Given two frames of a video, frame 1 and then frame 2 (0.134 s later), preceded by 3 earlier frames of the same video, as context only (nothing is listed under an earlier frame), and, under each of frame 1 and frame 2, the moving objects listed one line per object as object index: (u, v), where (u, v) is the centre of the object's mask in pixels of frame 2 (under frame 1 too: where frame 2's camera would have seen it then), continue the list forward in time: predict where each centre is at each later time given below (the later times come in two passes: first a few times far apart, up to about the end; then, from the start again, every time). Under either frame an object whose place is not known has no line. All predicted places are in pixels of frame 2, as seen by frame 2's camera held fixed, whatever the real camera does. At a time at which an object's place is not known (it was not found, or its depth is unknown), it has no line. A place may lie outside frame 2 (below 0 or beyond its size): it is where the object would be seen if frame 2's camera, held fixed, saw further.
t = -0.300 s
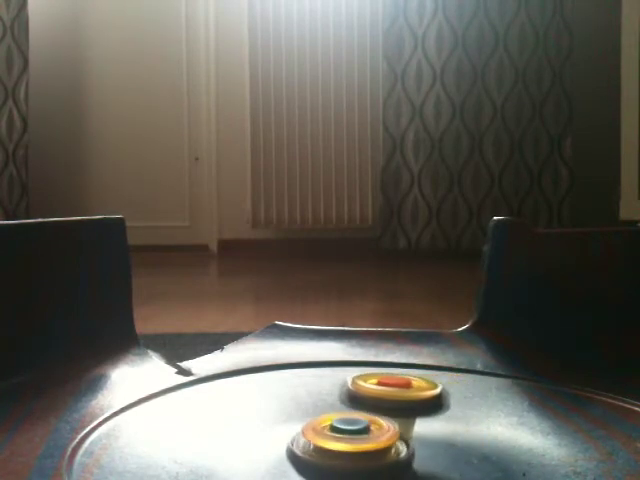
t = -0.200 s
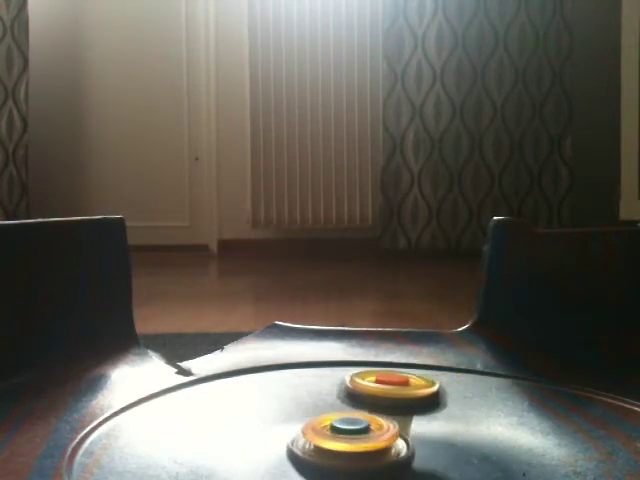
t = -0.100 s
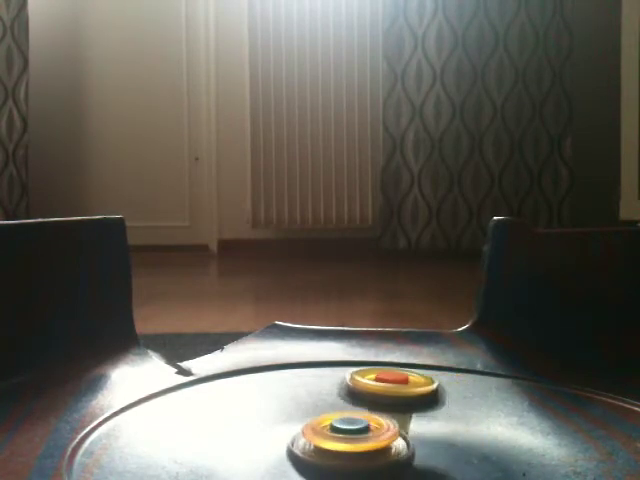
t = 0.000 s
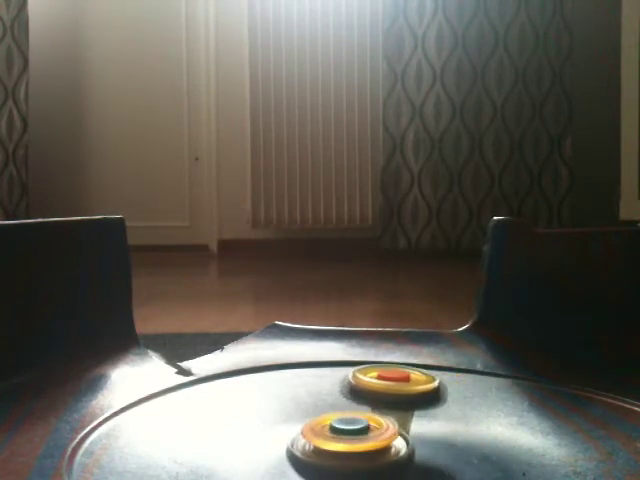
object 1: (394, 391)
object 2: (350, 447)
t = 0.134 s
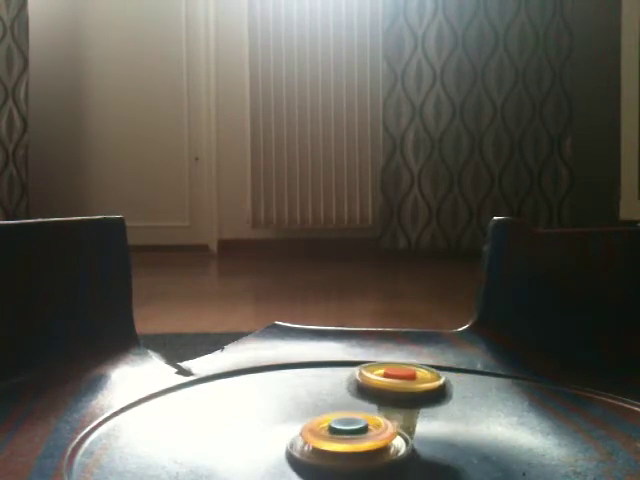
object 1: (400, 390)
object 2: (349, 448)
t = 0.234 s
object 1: (406, 392)
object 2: (347, 448)
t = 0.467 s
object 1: (425, 391)
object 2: (345, 449)
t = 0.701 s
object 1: (434, 391)
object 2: (339, 450)
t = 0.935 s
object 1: (443, 394)
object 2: (327, 451)
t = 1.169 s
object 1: (455, 401)
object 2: (313, 451)
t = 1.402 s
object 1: (459, 408)
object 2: (301, 450)
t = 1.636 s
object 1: (452, 414)
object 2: (293, 448)
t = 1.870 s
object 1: (435, 417)
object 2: (292, 446)
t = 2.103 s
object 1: (415, 416)
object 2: (291, 445)
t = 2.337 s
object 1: (397, 413)
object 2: (289, 444)
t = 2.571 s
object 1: (390, 408)
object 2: (287, 444)
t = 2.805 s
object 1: (396, 402)
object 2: (283, 445)
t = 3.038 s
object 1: (411, 398)
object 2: (277, 446)
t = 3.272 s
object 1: (433, 397)
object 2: (276, 446)
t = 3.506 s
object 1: (456, 399)
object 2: (277, 446)
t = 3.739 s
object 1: (474, 402)
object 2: (280, 446)
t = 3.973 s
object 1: (485, 408)
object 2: (283, 445)
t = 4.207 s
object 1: (489, 415)
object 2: (284, 444)
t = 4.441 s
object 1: (485, 421)
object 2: (284, 445)
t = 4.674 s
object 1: (470, 424)
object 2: (281, 446)
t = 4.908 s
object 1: (452, 424)
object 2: (277, 447)
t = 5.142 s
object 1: (437, 423)
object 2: (277, 448)
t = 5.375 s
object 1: (429, 419)
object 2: (279, 448)
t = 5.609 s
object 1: (433, 416)
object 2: (282, 448)
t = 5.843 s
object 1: (448, 414)
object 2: (285, 447)
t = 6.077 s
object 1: (469, 414)
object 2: (285, 447)
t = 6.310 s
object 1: (494, 417)
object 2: (284, 447)
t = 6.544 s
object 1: (514, 421)
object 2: (283, 448)
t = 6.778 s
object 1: (518, 421)
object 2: (282, 448)
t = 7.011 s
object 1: (510, 422)
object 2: (282, 448)
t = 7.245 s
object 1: (495, 424)
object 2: (283, 448)
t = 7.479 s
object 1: (476, 425)
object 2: (284, 448)
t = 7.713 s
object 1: (463, 424)
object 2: (284, 447)
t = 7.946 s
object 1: (457, 421)
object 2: (285, 447)
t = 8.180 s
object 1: (461, 417)
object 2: (284, 447)
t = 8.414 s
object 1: (478, 416)
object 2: (282, 448)
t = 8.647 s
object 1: (500, 416)
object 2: (282, 448)
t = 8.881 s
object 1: (511, 415)
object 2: (282, 448)
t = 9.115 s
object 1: (511, 414)
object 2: (282, 448)
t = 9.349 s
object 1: (501, 416)
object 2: (284, 448)
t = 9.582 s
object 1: (492, 420)
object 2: (285, 448)
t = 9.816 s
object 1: (478, 422)
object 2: (286, 448)
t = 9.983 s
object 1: (469, 422)
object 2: (286, 448)
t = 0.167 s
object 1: (402, 391)
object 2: (349, 448)
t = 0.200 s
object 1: (404, 391)
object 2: (348, 448)
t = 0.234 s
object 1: (406, 392)
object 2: (347, 448)
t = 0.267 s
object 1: (409, 392)
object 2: (347, 448)
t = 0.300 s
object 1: (411, 392)
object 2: (347, 448)
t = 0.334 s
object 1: (414, 392)
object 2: (347, 448)
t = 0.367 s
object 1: (417, 392)
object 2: (346, 448)
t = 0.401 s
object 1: (419, 392)
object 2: (346, 448)
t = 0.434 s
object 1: (422, 392)
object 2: (345, 449)
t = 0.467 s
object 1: (425, 391)
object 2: (345, 449)
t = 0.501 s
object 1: (427, 391)
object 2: (344, 449)
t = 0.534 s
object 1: (429, 391)
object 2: (343, 449)
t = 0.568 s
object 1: (431, 391)
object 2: (343, 449)
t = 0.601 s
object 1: (432, 390)
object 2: (342, 450)
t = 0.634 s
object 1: (433, 390)
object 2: (341, 450)
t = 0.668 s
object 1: (434, 391)
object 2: (340, 450)
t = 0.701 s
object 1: (434, 391)
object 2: (339, 450)
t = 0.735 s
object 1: (435, 391)
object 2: (337, 450)
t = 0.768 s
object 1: (436, 391)
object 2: (336, 450)
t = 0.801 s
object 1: (437, 392)
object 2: (334, 451)
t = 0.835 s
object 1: (438, 392)
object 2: (332, 451)
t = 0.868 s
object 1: (439, 393)
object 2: (331, 451)
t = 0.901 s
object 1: (441, 394)
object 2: (329, 451)
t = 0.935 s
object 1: (443, 394)
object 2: (327, 451)
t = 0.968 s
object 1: (444, 395)
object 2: (325, 451)
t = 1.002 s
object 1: (446, 396)
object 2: (323, 451)
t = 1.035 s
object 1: (448, 397)
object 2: (321, 451)
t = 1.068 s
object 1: (450, 398)
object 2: (319, 451)
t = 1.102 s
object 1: (451, 399)
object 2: (317, 451)
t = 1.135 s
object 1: (453, 400)
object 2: (316, 451)
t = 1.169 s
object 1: (455, 401)
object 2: (313, 451)
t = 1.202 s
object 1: (457, 402)
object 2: (312, 451)
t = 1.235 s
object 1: (457, 403)
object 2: (310, 451)
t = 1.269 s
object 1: (458, 404)
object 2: (307, 451)
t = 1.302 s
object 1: (459, 405)
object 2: (306, 450)
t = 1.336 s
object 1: (459, 406)
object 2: (304, 450)
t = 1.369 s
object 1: (459, 407)
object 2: (302, 450)
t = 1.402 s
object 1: (459, 408)
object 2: (301, 450)
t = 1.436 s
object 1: (459, 409)
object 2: (299, 450)
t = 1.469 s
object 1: (458, 410)
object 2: (298, 449)
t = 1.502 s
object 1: (457, 411)
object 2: (297, 449)
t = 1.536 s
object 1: (456, 412)
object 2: (296, 449)
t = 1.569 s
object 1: (455, 412)
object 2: (295, 448)
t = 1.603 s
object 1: (454, 413)
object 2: (294, 448)
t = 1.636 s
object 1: (452, 414)
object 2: (293, 448)
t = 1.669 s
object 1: (450, 415)
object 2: (293, 448)
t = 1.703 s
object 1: (448, 415)
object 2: (293, 447)
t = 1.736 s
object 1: (446, 415)
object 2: (293, 447)
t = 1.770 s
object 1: (443, 416)
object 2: (292, 447)
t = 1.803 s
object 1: (440, 416)
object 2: (292, 447)
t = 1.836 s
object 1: (438, 417)
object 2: (292, 446)
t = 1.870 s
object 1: (435, 417)
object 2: (292, 446)
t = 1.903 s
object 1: (432, 417)
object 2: (292, 446)
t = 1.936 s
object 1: (429, 417)
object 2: (291, 446)
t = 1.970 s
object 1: (426, 417)
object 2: (291, 445)
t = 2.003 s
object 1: (423, 417)
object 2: (291, 445)
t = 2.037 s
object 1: (420, 417)
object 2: (291, 445)
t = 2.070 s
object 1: (417, 417)
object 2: (291, 445)
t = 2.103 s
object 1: (415, 416)
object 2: (291, 445)
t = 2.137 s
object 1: (412, 416)
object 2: (291, 445)
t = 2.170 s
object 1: (409, 416)
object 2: (290, 445)
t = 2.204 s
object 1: (406, 415)
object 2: (290, 444)
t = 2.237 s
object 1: (404, 415)
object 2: (290, 444)
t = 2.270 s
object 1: (401, 414)
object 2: (290, 444)
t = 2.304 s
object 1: (399, 413)
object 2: (289, 444)
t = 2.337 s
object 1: (397, 413)
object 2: (289, 444)
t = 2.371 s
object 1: (395, 412)
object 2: (289, 444)
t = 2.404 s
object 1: (394, 411)
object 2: (289, 444)
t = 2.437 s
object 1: (392, 411)
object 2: (288, 444)
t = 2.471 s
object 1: (391, 410)
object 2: (288, 444)
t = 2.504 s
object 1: (391, 409)
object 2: (288, 444)
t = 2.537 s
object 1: (390, 408)
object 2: (288, 444)
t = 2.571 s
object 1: (390, 408)
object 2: (287, 444)
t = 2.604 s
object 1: (390, 407)
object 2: (286, 445)
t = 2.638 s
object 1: (391, 406)
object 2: (286, 445)
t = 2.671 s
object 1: (391, 405)
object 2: (285, 445)
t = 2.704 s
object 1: (392, 405)
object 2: (285, 445)
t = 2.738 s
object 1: (394, 404)
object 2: (284, 445)
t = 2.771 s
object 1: (395, 403)
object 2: (283, 445)
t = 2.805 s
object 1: (396, 402)
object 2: (283, 445)
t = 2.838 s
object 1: (398, 402)
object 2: (282, 445)
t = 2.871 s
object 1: (400, 401)
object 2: (281, 445)
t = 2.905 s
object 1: (401, 400)
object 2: (280, 445)
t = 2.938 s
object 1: (404, 400)
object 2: (279, 445)
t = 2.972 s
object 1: (406, 399)
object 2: (278, 446)
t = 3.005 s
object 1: (409, 398)
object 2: (278, 446)
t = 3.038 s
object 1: (411, 398)
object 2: (277, 446)
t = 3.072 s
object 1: (414, 398)
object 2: (277, 446)
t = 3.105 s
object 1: (417, 398)
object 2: (276, 446)
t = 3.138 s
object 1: (420, 398)
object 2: (276, 446)
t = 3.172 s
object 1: (423, 397)
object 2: (276, 446)
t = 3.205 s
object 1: (427, 397)
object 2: (276, 446)
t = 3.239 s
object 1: (429, 397)
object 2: (276, 446)
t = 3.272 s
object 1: (433, 397)
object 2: (276, 446)
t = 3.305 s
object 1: (436, 397)
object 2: (276, 446)
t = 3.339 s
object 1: (440, 397)
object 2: (276, 446)
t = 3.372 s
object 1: (443, 398)
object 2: (276, 446)
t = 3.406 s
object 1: (446, 398)
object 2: (277, 446)
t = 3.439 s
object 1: (450, 398)
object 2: (277, 446)
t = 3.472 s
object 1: (453, 399)
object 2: (277, 446)
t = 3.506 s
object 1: (456, 399)
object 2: (277, 446)
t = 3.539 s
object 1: (459, 399)
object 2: (278, 446)
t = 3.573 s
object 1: (462, 400)
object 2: (278, 446)
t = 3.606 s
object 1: (465, 400)
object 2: (279, 446)
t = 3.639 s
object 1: (467, 401)
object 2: (279, 446)
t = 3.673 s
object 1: (470, 401)
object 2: (279, 446)
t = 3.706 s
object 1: (472, 402)
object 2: (280, 446)
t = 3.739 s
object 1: (474, 402)
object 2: (280, 446)
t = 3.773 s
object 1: (476, 403)
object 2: (281, 446)
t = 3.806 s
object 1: (478, 404)
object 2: (281, 445)
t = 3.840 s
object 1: (480, 404)
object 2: (281, 445)
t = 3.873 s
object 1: (481, 405)
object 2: (282, 445)
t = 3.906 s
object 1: (483, 406)
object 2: (282, 445)
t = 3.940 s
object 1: (484, 407)
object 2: (282, 445)
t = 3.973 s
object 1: (485, 408)
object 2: (283, 445)
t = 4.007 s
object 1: (487, 409)
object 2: (283, 445)
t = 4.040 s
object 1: (488, 410)
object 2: (283, 444)
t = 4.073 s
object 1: (488, 411)
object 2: (284, 445)
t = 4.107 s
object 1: (489, 412)
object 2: (284, 445)
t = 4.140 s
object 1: (490, 413)
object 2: (284, 444)
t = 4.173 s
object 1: (489, 413)
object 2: (284, 444)
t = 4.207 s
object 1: (489, 415)
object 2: (284, 444)
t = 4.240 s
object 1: (489, 416)
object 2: (284, 445)
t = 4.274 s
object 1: (489, 417)
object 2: (284, 445)
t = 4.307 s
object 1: (489, 417)
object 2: (284, 444)
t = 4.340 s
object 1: (488, 418)
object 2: (284, 445)
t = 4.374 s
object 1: (487, 419)
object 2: (284, 445)
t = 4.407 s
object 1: (486, 420)
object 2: (284, 445)
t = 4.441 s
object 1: (485, 421)
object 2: (284, 445)
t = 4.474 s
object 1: (483, 421)
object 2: (284, 445)
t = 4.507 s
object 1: (481, 422)
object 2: (283, 445)
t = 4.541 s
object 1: (480, 422)
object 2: (283, 446)
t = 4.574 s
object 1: (477, 423)
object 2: (282, 446)
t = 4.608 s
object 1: (475, 424)
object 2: (282, 446)
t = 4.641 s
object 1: (473, 424)
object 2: (281, 446)
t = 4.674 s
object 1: (470, 424)
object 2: (281, 446)
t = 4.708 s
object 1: (467, 424)
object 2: (280, 446)
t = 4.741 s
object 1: (464, 424)
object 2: (280, 447)
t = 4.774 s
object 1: (462, 424)
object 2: (279, 447)
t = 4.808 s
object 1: (459, 424)
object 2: (278, 447)
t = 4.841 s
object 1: (457, 424)
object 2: (278, 447)
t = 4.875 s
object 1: (454, 424)
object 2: (278, 447)
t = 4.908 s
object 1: (452, 424)
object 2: (277, 447)
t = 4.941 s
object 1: (449, 424)
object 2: (277, 447)
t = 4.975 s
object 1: (447, 424)
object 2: (277, 447)
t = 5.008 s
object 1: (444, 424)
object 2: (277, 447)
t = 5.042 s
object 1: (442, 424)
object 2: (277, 448)
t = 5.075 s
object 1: (440, 423)
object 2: (277, 448)
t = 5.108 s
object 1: (438, 423)
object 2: (277, 448)
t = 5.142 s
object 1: (437, 423)
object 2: (277, 448)
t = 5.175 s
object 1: (435, 422)
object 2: (277, 448)
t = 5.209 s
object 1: (433, 422)
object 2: (278, 448)
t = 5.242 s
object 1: (432, 422)
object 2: (278, 448)
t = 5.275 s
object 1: (431, 421)
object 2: (278, 448)
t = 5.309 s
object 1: (430, 421)
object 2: (279, 448)
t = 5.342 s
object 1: (430, 420)
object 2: (279, 448)
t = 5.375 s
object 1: (429, 419)
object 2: (279, 448)
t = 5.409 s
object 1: (429, 419)
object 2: (280, 448)
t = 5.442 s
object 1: (430, 418)
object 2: (280, 448)
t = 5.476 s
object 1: (430, 418)
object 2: (281, 448)
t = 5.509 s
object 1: (430, 418)
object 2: (281, 448)
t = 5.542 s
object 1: (431, 417)
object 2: (282, 448)
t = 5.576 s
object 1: (432, 417)
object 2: (282, 448)
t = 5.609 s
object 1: (433, 416)
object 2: (282, 448)
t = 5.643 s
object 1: (435, 416)
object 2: (283, 448)
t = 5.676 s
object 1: (436, 415)
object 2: (284, 448)
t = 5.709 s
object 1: (438, 415)
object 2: (284, 448)
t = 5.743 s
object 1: (440, 415)
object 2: (284, 447)
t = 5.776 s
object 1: (443, 414)
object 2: (285, 447)
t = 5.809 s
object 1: (446, 414)
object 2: (285, 447)
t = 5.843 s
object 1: (448, 414)
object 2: (285, 447)
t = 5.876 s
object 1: (450, 414)
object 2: (285, 447)
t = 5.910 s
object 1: (453, 414)
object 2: (285, 447)
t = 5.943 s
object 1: (456, 414)
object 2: (285, 447)
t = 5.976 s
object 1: (460, 414)
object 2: (285, 447)
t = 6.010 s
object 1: (463, 414)
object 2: (285, 447)
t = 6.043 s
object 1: (466, 414)
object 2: (285, 447)
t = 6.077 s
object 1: (469, 414)
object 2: (285, 447)
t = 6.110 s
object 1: (472, 414)
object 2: (285, 447)
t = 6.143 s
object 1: (476, 415)
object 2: (285, 447)
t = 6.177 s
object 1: (479, 415)
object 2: (285, 447)
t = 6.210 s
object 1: (483, 415)
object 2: (285, 447)
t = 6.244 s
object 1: (487, 416)
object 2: (284, 447)
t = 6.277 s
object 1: (491, 416)
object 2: (285, 447)
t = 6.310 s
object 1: (494, 417)
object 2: (284, 447)
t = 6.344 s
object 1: (498, 418)
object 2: (284, 447)
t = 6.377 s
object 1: (501, 418)
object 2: (284, 447)
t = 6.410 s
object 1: (504, 419)
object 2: (284, 447)
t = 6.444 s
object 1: (507, 420)
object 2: (284, 447)
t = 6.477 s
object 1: (509, 420)
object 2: (284, 448)
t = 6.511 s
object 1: (512, 421)
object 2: (284, 448)
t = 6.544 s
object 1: (514, 421)
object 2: (283, 448)
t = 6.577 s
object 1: (516, 421)
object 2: (283, 448)
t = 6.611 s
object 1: (517, 421)
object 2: (283, 448)
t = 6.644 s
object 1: (517, 421)
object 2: (282, 448)
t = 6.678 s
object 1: (518, 421)
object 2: (282, 448)
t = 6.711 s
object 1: (518, 421)
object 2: (282, 448)
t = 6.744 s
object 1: (518, 421)
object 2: (282, 448)
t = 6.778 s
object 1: (518, 421)
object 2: (282, 448)
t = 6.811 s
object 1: (517, 421)
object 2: (282, 448)
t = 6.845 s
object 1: (517, 421)
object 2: (282, 448)
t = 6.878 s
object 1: (515, 421)
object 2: (282, 448)
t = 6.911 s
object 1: (514, 421)
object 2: (282, 448)
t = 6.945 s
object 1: (513, 421)
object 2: (282, 448)
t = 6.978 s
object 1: (511, 422)
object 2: (282, 448)
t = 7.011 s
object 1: (510, 422)
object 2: (282, 448)
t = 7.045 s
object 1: (508, 422)
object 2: (282, 448)
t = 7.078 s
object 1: (505, 423)
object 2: (282, 448)
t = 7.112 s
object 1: (504, 423)
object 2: (282, 448)
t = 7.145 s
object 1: (501, 423)
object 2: (282, 448)
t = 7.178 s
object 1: (500, 423)
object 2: (282, 448)
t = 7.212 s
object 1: (497, 423)
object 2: (283, 448)
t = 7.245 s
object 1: (495, 424)
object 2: (283, 448)
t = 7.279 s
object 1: (492, 424)
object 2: (283, 448)
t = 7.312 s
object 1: (488, 425)
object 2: (283, 448)
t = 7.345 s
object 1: (486, 424)
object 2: (283, 448)
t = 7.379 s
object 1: (483, 425)
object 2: (283, 448)
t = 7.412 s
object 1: (481, 425)
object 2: (284, 448)
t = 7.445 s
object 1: (478, 424)
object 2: (284, 448)
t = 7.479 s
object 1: (476, 425)
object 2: (284, 448)
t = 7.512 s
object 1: (474, 425)
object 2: (284, 448)
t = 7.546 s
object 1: (472, 425)
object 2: (284, 448)
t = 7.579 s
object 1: (469, 424)
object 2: (284, 448)
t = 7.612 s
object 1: (468, 424)
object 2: (284, 447)
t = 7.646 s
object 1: (466, 424)
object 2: (284, 447)
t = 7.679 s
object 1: (465, 424)
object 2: (285, 447)
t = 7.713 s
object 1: (463, 424)
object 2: (284, 447)
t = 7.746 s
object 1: (462, 423)
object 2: (285, 447)
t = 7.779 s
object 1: (461, 423)
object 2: (285, 447)
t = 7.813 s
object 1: (460, 423)
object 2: (285, 447)
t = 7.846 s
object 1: (459, 422)
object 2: (285, 447)
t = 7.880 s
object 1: (458, 422)
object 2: (285, 447)
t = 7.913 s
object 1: (458, 422)
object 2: (285, 447)
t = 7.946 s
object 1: (457, 421)
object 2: (285, 447)
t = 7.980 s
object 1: (458, 420)
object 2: (284, 447)
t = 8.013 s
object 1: (457, 420)
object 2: (284, 447)
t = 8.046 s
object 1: (458, 419)
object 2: (284, 447)
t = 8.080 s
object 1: (459, 418)
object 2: (284, 447)
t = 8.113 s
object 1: (459, 418)
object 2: (284, 447)
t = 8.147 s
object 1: (461, 417)
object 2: (284, 447)
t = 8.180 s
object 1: (461, 417)
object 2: (284, 447)
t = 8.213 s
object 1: (464, 417)
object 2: (284, 447)
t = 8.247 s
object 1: (466, 417)
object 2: (284, 447)
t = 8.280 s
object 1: (468, 417)
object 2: (283, 447)
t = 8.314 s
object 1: (470, 417)
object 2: (283, 448)
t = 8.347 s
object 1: (473, 416)
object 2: (283, 448)
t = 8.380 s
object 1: (475, 416)
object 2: (282, 448)
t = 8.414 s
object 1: (478, 416)
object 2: (282, 448)
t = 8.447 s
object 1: (481, 416)
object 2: (282, 448)
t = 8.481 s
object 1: (485, 416)
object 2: (282, 448)
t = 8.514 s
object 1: (488, 415)
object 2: (282, 448)
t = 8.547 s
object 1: (491, 416)
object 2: (282, 448)
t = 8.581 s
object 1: (494, 416)
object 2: (282, 448)
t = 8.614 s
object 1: (496, 416)
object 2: (281, 448)
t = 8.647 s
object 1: (500, 416)
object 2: (282, 448)
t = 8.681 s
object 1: (502, 416)
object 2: (282, 448)
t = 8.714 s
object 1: (504, 416)
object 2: (282, 448)
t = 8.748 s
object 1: (506, 416)
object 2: (282, 448)
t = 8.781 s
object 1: (508, 416)
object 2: (282, 448)
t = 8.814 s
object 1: (509, 416)
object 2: (282, 448)
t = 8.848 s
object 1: (510, 416)
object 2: (282, 448)
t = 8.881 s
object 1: (511, 415)
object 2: (282, 448)
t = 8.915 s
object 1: (512, 415)
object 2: (282, 448)
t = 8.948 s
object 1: (512, 415)
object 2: (282, 448)
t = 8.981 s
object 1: (512, 415)
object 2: (282, 448)
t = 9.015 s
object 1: (513, 415)
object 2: (282, 448)
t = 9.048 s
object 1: (513, 415)
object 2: (282, 448)
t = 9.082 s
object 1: (512, 414)
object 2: (282, 448)
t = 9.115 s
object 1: (511, 414)
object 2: (282, 448)
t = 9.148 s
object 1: (510, 414)
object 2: (283, 448)
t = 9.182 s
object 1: (509, 414)
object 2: (283, 448)
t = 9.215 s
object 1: (508, 414)
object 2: (283, 448)
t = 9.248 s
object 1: (507, 414)
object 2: (283, 448)
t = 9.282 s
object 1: (505, 415)
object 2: (283, 448)
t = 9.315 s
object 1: (502, 415)
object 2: (284, 448)
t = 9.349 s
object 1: (501, 416)
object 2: (284, 448)
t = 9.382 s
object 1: (500, 416)
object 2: (284, 448)
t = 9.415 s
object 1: (498, 417)
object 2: (284, 448)
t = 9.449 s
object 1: (497, 417)
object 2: (285, 448)
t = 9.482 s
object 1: (496, 418)
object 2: (285, 448)
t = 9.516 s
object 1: (495, 418)
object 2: (285, 448)
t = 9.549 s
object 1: (493, 419)
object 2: (285, 448)
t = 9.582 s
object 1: (492, 420)
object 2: (285, 448)
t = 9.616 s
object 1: (490, 420)
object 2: (285, 448)
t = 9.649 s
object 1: (488, 420)
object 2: (286, 448)
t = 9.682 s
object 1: (486, 421)
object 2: (286, 448)
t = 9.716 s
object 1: (484, 421)
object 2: (286, 448)
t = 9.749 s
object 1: (482, 421)
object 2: (286, 448)
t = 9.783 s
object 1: (480, 421)
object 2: (286, 448)
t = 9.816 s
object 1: (478, 422)
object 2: (286, 448)
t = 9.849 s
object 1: (476, 422)
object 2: (286, 448)
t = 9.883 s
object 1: (475, 422)
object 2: (286, 448)
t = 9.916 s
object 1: (473, 422)
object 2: (286, 448)
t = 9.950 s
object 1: (471, 422)
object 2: (286, 448)
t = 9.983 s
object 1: (469, 422)
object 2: (286, 448)
